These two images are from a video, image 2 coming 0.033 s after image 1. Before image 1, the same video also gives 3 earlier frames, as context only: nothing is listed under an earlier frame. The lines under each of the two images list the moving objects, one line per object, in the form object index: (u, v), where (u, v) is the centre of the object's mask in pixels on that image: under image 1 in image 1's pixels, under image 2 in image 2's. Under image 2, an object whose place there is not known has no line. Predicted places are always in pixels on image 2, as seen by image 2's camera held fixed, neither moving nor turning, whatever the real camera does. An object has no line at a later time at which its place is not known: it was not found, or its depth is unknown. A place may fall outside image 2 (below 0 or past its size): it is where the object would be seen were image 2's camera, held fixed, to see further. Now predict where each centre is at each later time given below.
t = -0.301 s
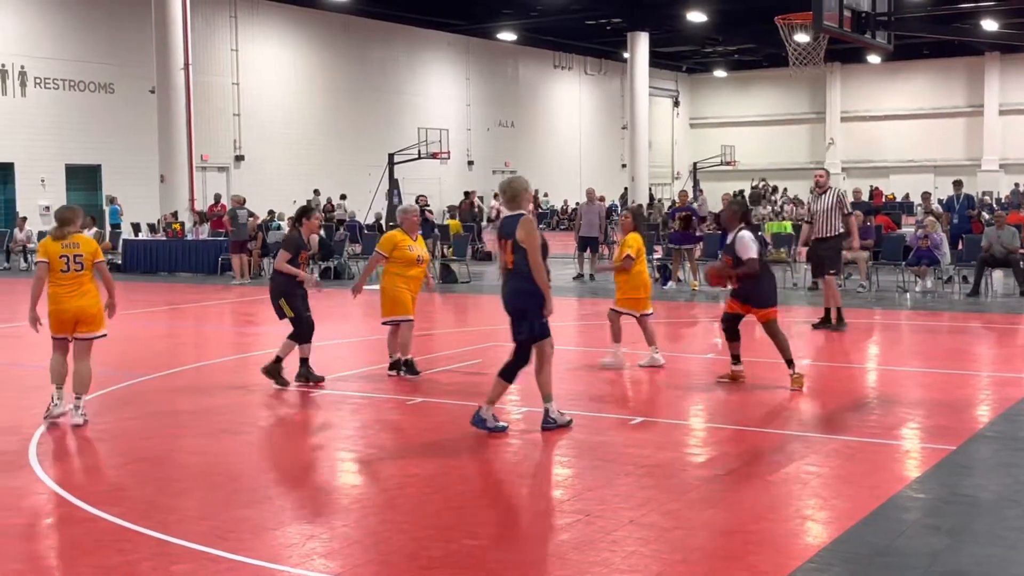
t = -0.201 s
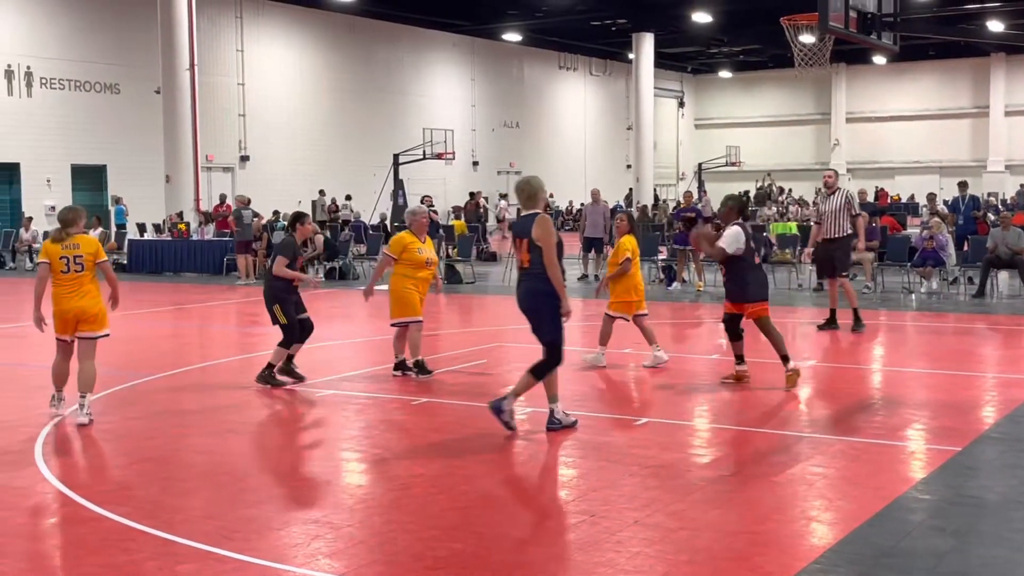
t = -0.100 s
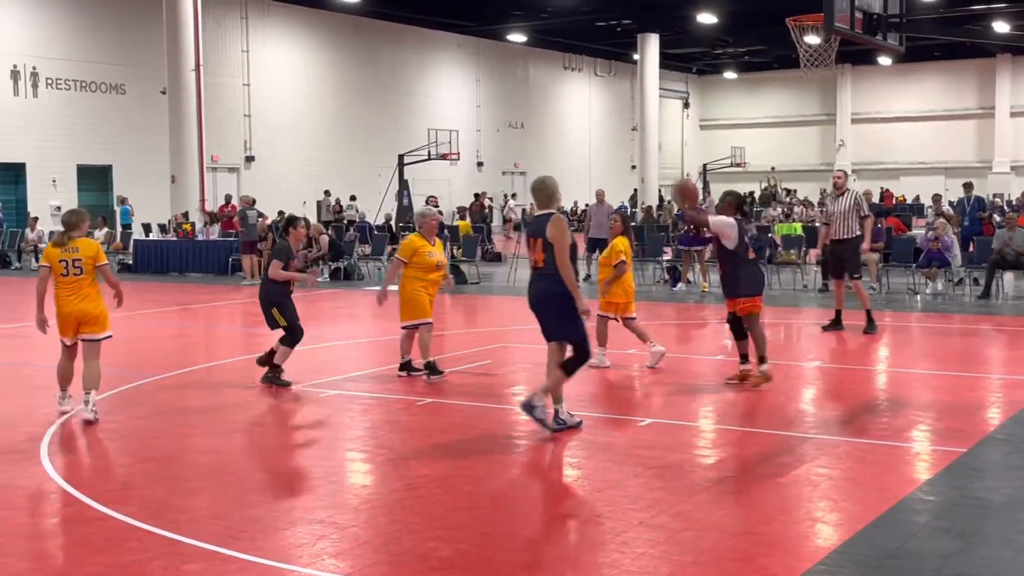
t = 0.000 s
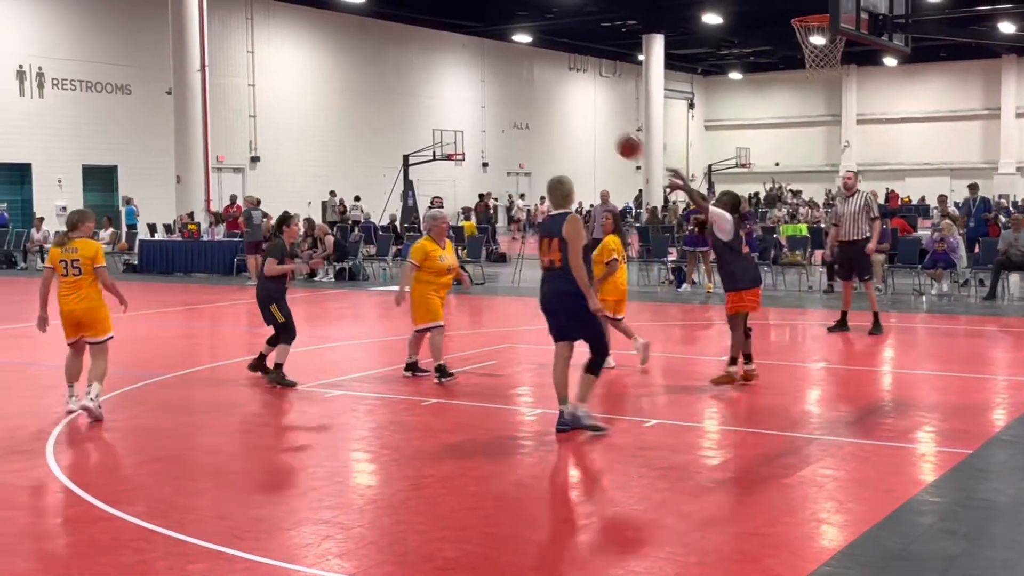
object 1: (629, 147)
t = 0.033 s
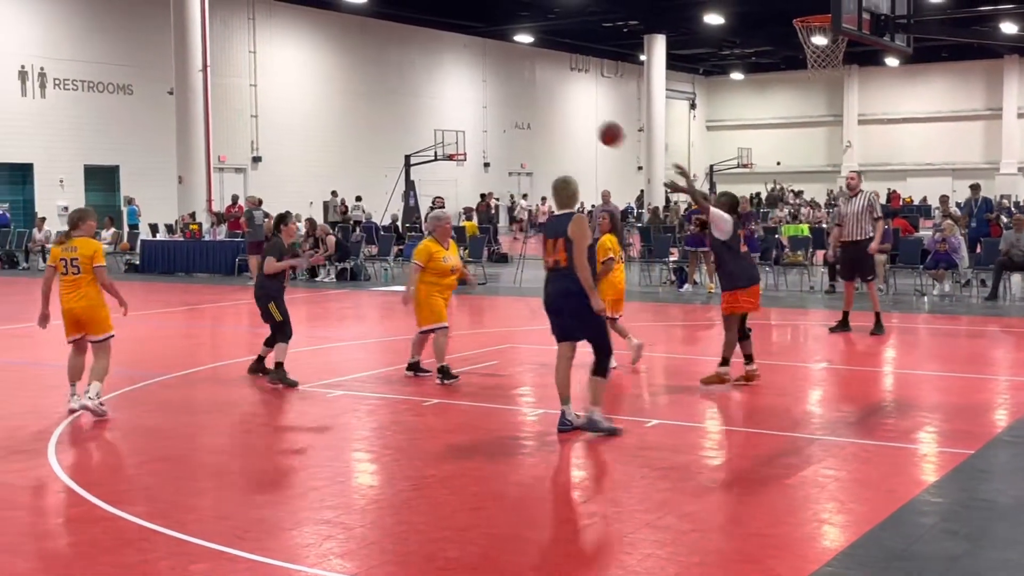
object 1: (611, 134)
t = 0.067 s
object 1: (590, 123)
